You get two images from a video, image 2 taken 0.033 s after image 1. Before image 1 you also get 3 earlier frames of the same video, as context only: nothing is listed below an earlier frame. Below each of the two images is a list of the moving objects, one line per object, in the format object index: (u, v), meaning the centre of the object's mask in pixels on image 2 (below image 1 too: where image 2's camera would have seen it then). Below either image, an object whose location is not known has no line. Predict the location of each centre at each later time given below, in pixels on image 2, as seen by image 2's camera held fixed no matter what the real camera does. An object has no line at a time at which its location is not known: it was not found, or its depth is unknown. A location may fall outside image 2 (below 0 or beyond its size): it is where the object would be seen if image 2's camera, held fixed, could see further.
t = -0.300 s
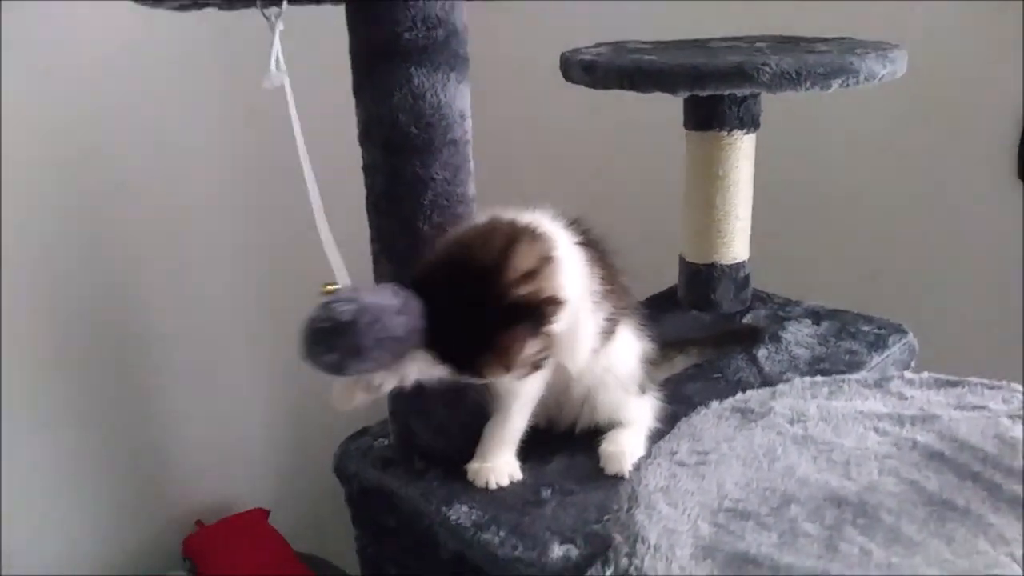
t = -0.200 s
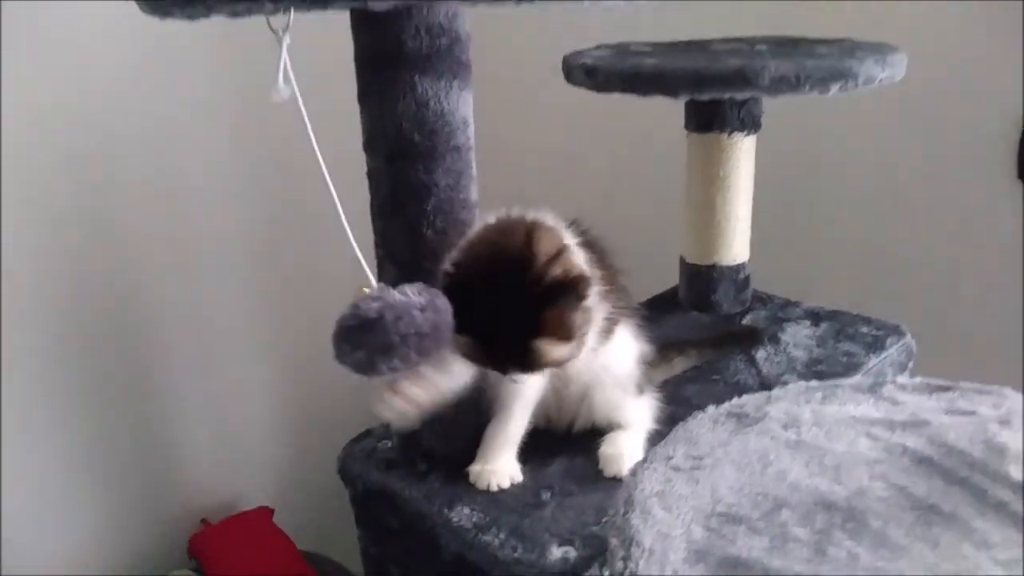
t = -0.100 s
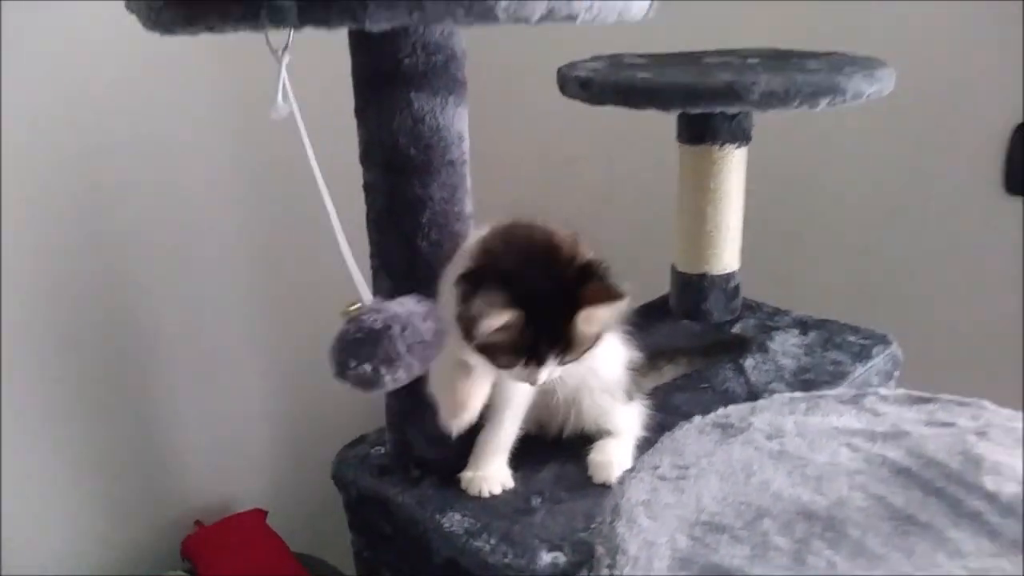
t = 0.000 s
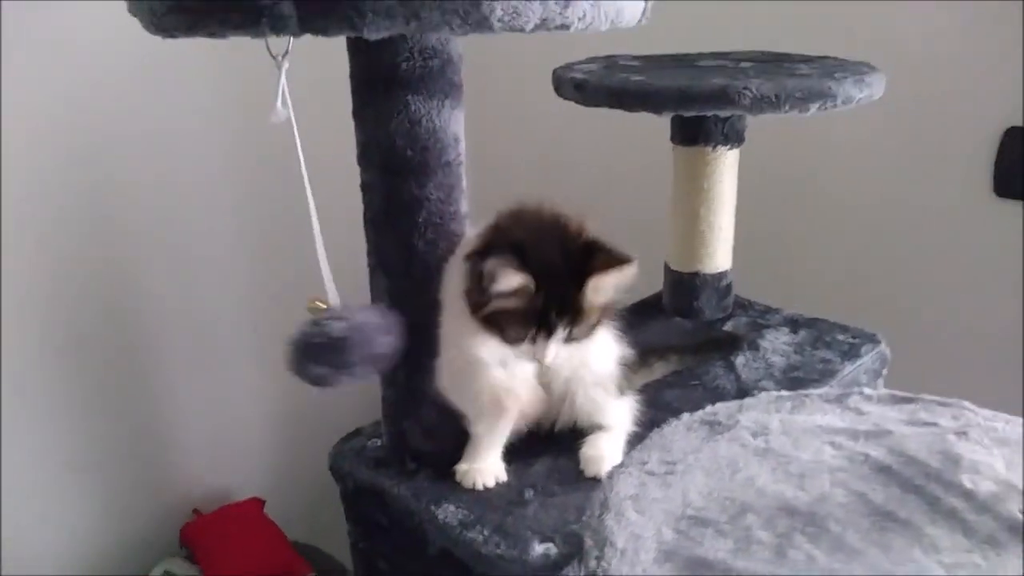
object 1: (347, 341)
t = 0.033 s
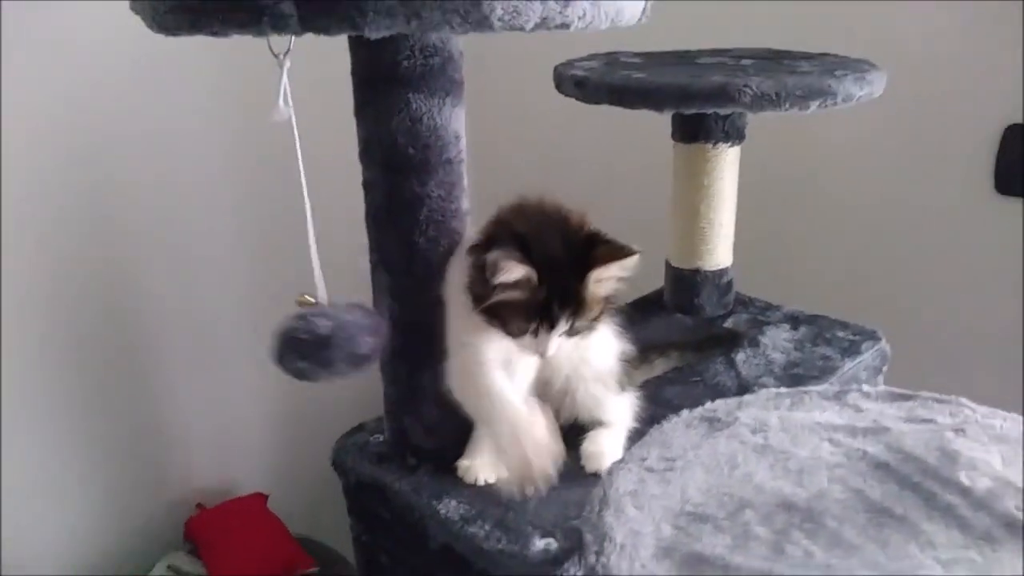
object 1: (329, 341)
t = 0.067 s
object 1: (313, 336)
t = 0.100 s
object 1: (298, 331)
